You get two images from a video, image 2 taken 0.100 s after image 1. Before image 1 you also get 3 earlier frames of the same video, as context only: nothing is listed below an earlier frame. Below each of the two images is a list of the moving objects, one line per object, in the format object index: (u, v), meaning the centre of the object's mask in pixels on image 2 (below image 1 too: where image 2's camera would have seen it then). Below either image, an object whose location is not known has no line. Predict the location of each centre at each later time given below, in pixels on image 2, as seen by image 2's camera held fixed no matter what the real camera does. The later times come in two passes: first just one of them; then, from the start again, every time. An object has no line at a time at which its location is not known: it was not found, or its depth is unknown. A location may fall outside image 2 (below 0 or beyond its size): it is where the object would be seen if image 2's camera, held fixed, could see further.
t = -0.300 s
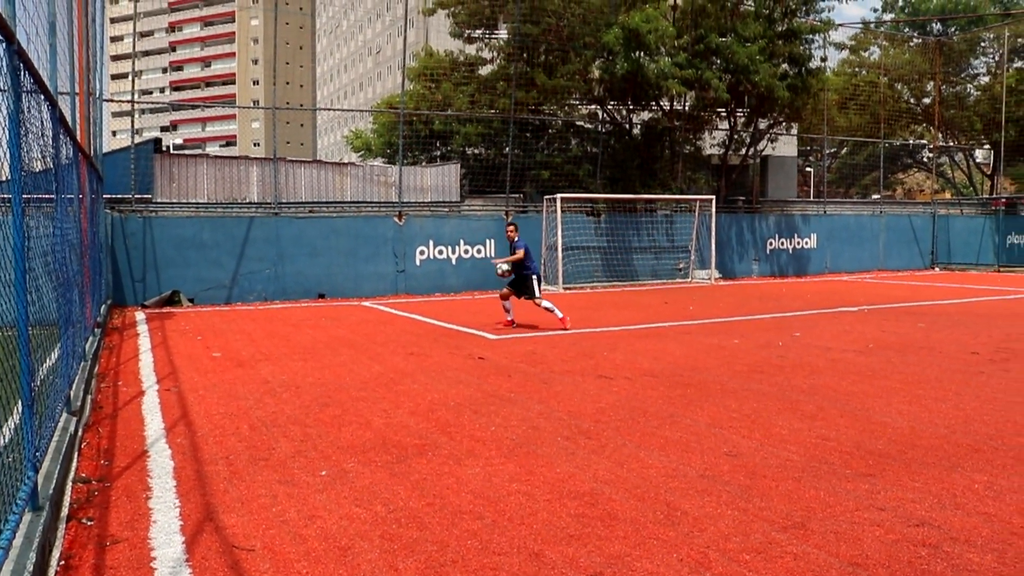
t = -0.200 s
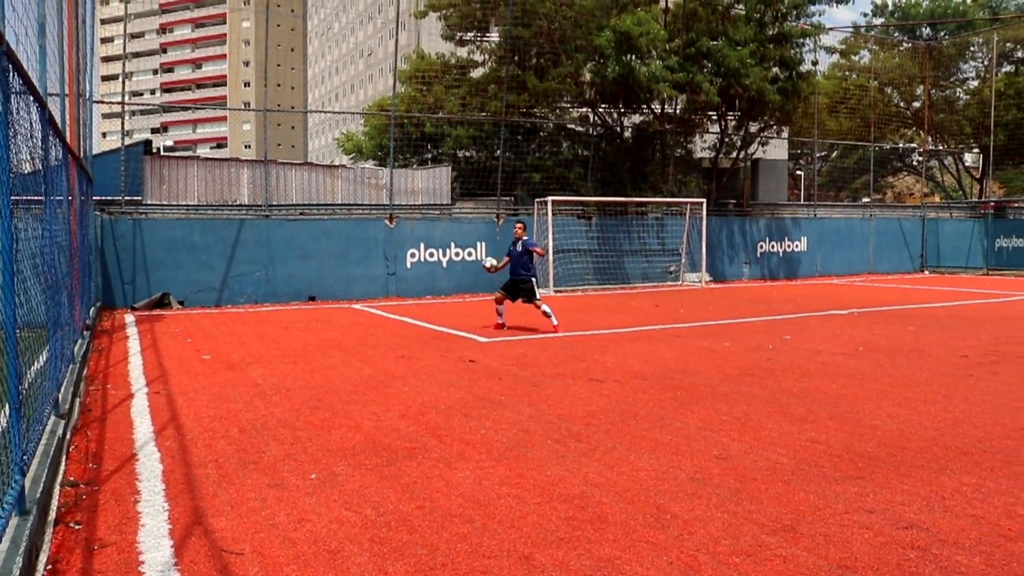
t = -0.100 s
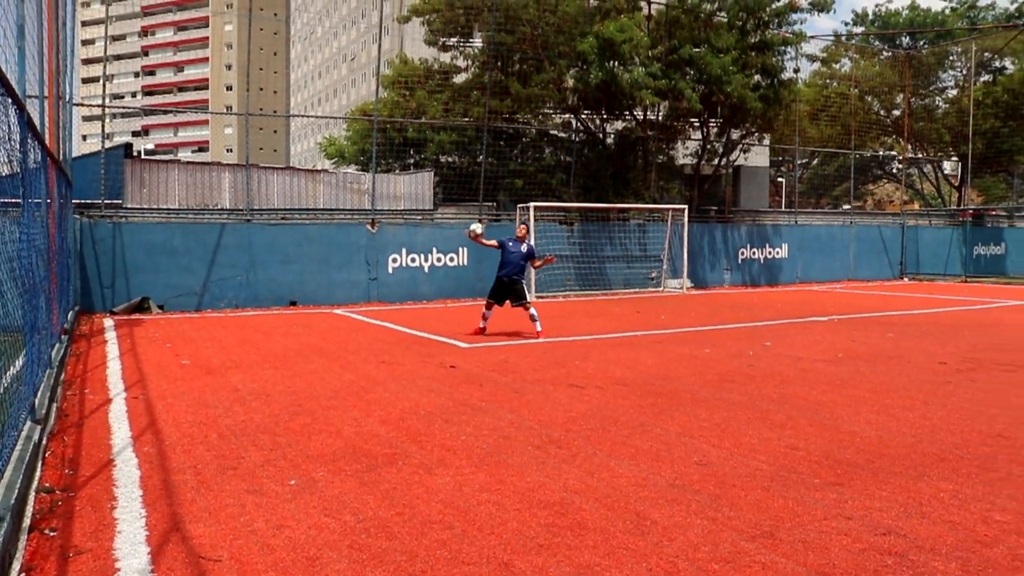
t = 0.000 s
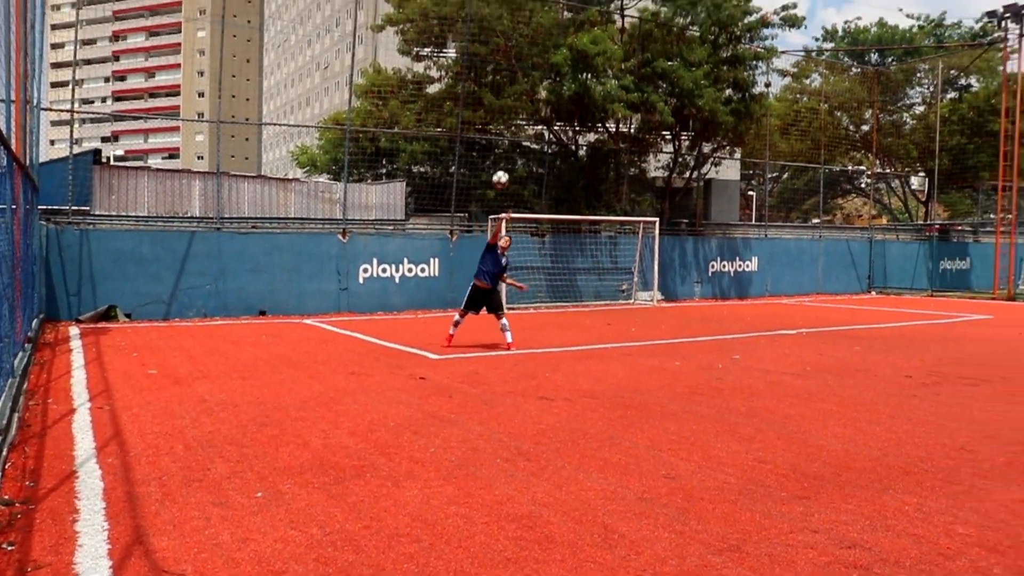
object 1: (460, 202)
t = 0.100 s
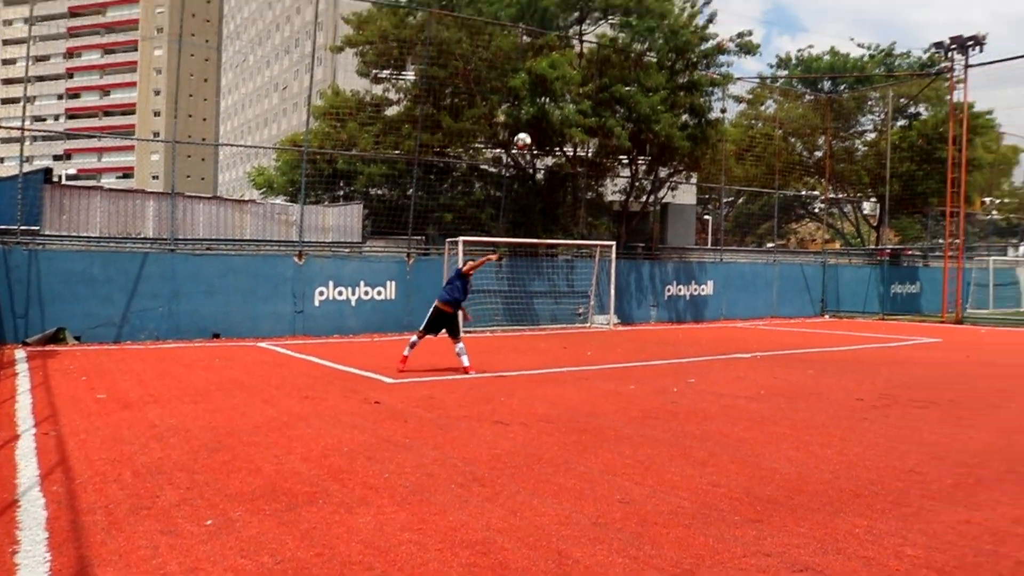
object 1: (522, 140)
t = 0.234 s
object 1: (611, 65)
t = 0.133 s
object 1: (544, 122)
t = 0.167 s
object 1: (566, 102)
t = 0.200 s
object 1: (588, 84)
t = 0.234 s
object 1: (611, 65)
